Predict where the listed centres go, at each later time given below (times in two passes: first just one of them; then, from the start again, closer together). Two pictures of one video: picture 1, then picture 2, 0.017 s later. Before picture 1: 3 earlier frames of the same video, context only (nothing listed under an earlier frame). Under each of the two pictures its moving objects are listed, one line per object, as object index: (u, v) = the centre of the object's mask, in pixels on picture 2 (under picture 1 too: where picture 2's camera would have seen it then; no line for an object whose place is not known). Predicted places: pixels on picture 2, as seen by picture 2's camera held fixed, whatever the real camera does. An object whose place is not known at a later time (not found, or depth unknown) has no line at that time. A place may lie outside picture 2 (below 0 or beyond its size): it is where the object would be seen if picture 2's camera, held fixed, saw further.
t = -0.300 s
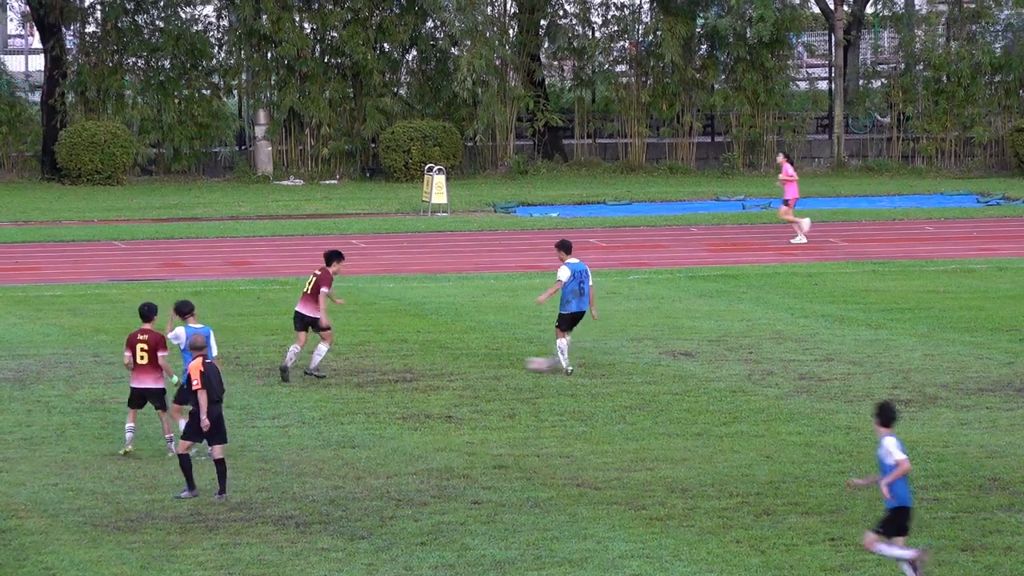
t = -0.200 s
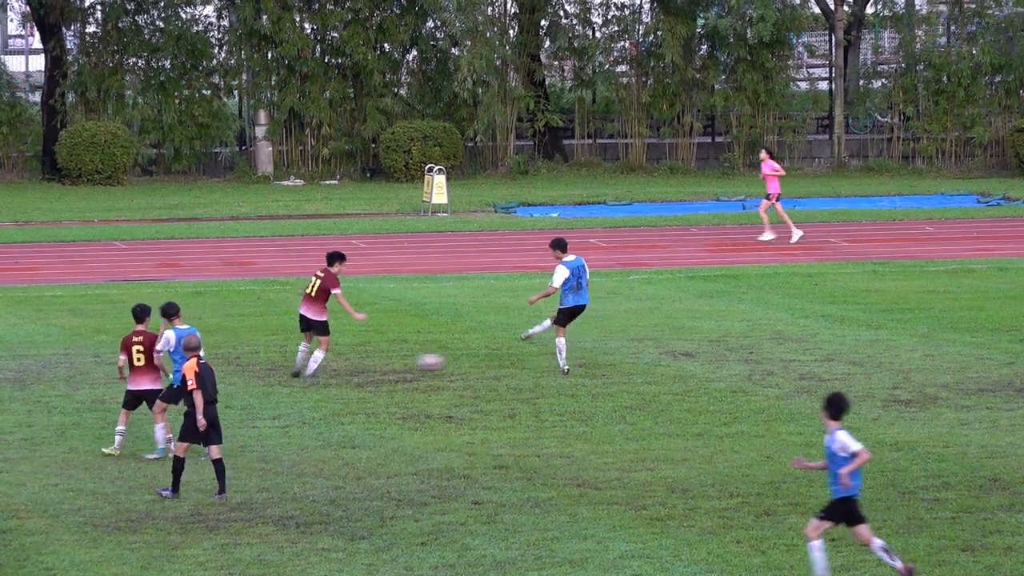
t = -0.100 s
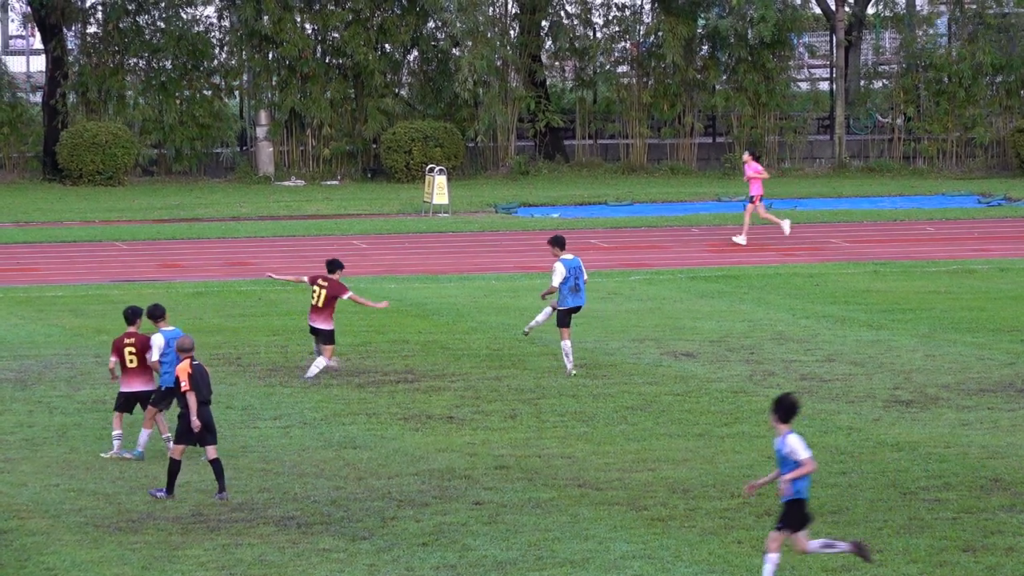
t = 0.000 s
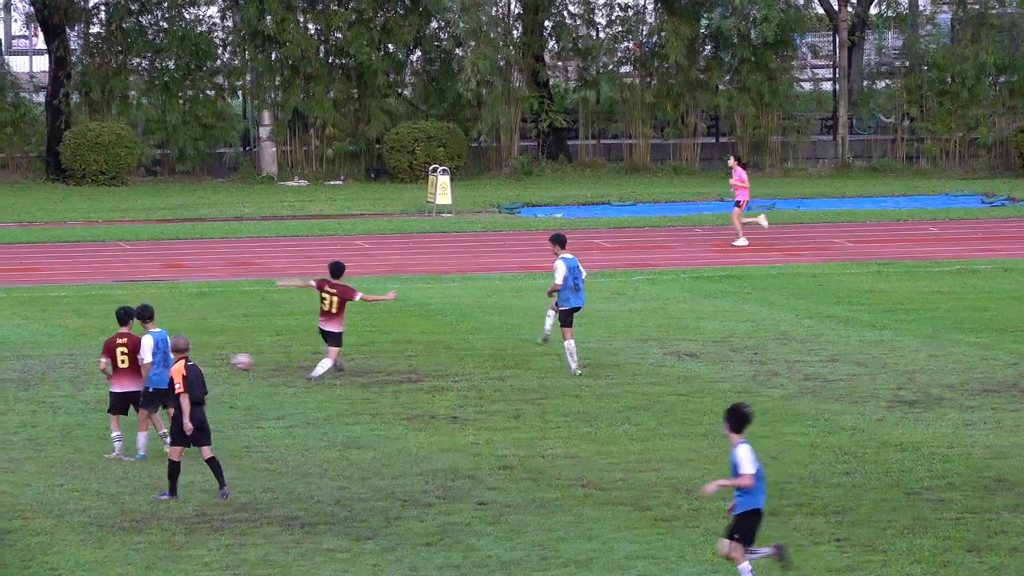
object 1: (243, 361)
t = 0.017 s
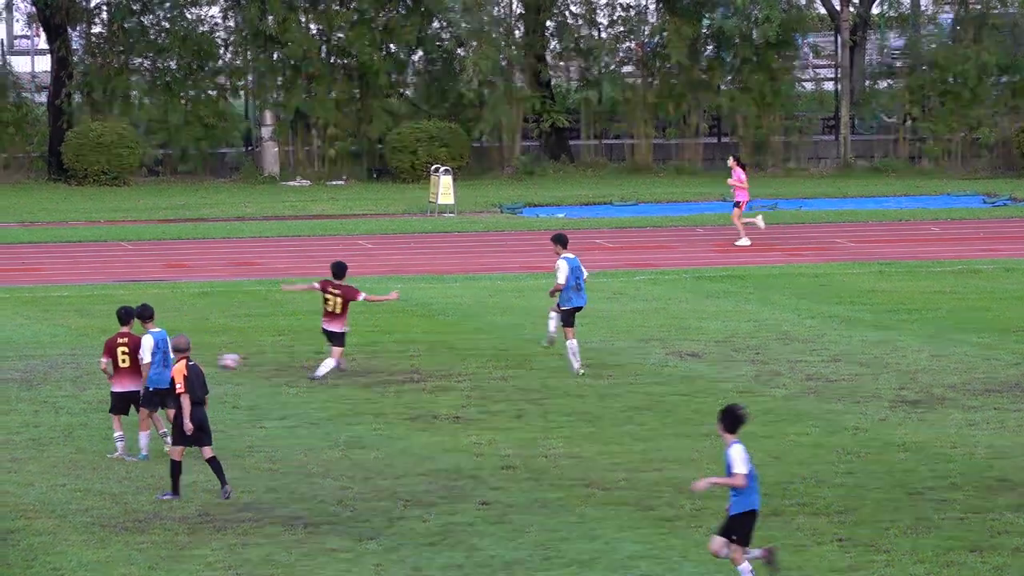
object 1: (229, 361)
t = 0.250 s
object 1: (54, 363)
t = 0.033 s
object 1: (216, 361)
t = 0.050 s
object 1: (203, 361)
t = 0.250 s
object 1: (54, 363)
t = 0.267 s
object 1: (45, 362)
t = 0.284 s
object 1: (35, 362)
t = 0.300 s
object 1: (25, 362)
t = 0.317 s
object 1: (16, 361)
